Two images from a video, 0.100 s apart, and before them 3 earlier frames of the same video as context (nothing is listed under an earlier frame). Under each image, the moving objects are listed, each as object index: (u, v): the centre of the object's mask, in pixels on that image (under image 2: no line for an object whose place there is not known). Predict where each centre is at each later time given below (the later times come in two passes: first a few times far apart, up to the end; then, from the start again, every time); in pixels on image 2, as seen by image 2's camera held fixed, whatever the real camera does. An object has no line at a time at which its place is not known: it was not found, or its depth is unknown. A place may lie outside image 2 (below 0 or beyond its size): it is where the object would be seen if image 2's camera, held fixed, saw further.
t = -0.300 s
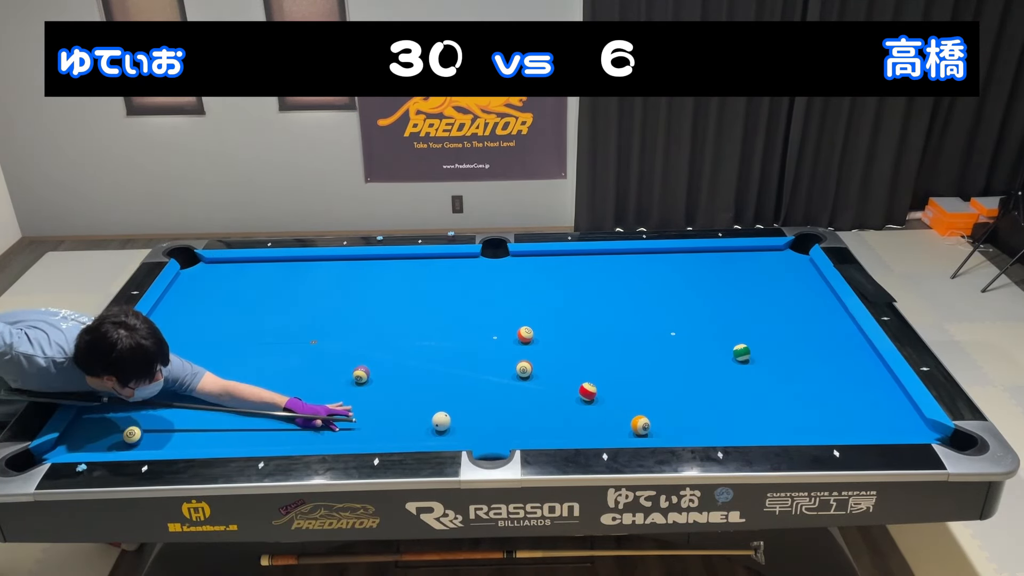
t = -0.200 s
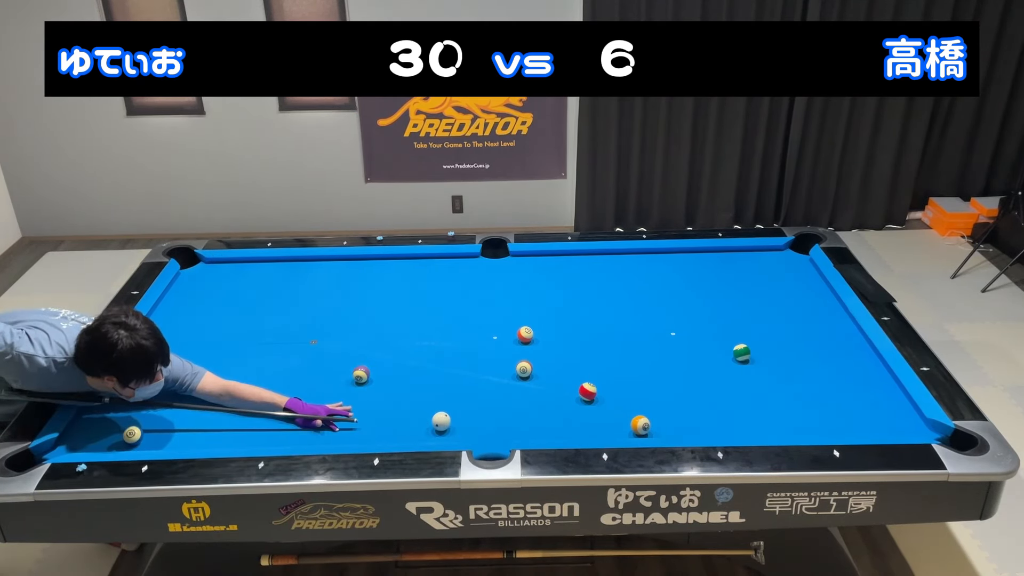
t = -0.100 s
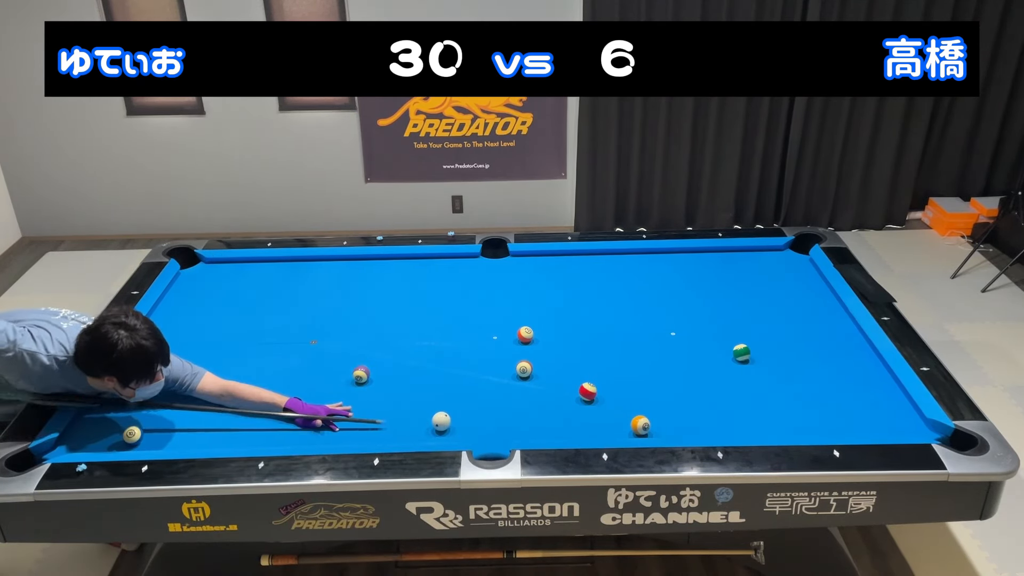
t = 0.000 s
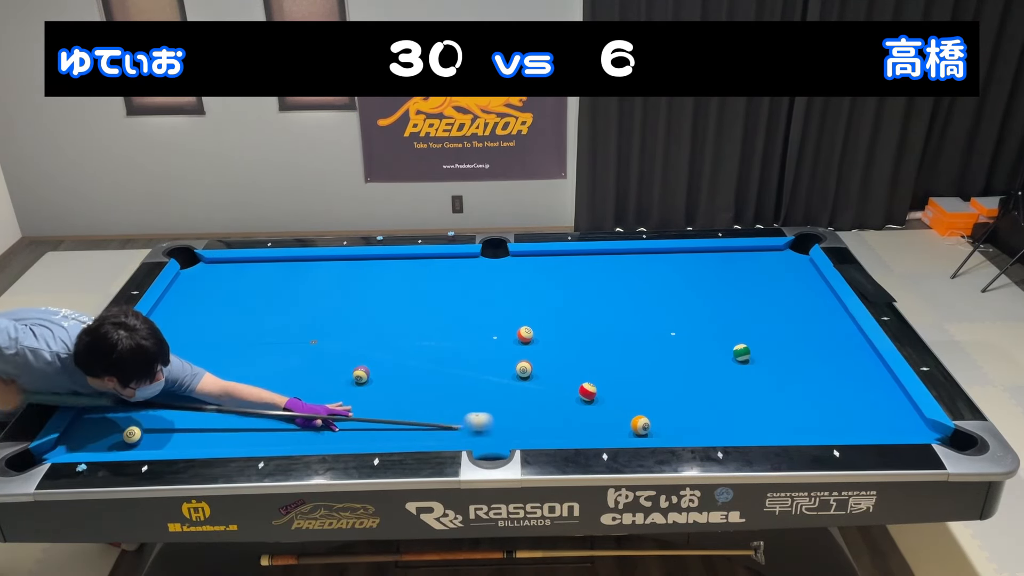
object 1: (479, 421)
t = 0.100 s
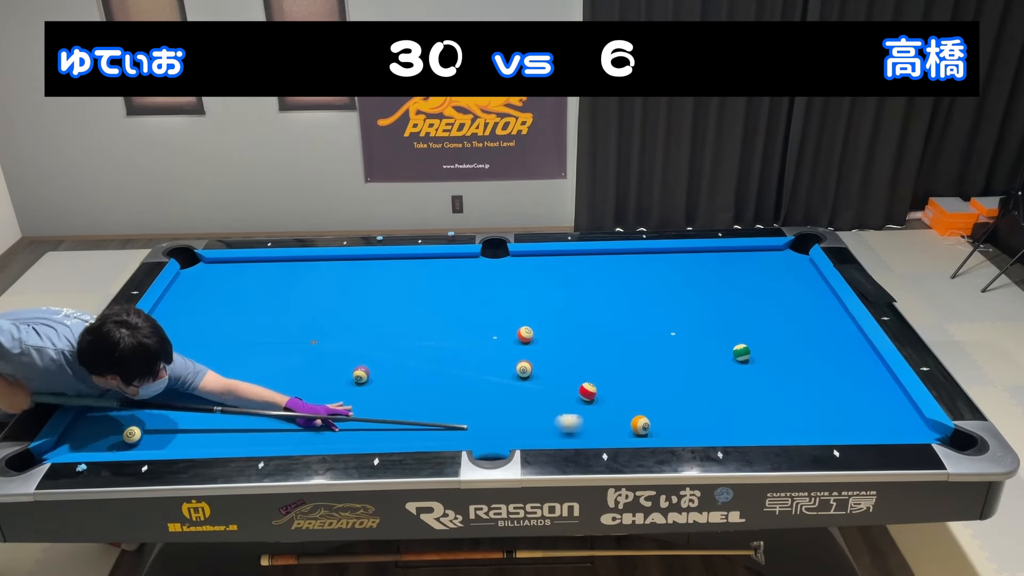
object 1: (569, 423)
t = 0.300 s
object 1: (613, 424)
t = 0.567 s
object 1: (586, 423)
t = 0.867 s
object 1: (558, 421)
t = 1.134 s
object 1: (535, 420)
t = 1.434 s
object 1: (512, 419)
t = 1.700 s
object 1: (493, 417)
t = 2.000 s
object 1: (474, 417)
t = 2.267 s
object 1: (458, 415)
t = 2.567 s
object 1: (444, 415)
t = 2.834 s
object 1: (432, 414)
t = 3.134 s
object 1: (421, 413)
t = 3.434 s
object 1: (413, 412)
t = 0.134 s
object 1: (598, 423)
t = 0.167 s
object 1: (621, 425)
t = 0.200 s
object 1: (620, 425)
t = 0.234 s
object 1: (619, 425)
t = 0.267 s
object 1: (617, 424)
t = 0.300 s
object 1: (613, 424)
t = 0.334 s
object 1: (610, 424)
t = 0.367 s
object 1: (607, 424)
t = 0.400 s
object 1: (603, 424)
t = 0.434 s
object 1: (600, 423)
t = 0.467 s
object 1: (596, 423)
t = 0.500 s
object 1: (593, 423)
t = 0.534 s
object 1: (590, 423)
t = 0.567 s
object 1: (586, 423)
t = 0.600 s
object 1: (583, 423)
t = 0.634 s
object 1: (580, 422)
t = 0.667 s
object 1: (577, 422)
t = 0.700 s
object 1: (573, 422)
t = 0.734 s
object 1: (570, 422)
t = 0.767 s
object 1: (567, 422)
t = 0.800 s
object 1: (564, 421)
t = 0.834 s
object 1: (561, 421)
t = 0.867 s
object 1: (558, 421)
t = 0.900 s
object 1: (555, 421)
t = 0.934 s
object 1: (552, 421)
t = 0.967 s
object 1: (549, 421)
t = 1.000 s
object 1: (546, 420)
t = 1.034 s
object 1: (544, 420)
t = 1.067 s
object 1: (541, 420)
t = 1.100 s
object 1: (538, 420)
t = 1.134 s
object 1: (535, 420)
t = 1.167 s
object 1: (532, 420)
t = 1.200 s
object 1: (530, 420)
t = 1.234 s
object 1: (527, 419)
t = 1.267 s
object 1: (524, 419)
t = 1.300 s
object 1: (522, 419)
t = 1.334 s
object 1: (519, 419)
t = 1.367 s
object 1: (517, 419)
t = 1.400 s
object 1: (514, 419)
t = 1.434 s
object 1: (512, 419)
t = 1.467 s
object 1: (509, 418)
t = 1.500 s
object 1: (507, 418)
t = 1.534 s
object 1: (504, 418)
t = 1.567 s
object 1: (502, 418)
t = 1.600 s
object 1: (500, 417)
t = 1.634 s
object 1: (497, 418)
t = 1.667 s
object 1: (495, 418)
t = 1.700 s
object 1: (493, 417)
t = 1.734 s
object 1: (491, 417)
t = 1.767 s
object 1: (488, 417)
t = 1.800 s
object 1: (486, 417)
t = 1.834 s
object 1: (484, 417)
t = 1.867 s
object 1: (482, 417)
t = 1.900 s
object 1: (480, 417)
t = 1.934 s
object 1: (478, 417)
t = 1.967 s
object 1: (476, 417)
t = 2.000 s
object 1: (474, 417)
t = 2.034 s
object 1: (472, 416)
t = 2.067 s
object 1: (470, 416)
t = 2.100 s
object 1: (468, 416)
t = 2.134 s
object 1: (466, 416)
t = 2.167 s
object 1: (464, 416)
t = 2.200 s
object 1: (462, 416)
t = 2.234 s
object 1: (461, 416)
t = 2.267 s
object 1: (458, 415)
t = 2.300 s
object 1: (457, 415)
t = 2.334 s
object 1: (455, 415)
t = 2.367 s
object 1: (453, 415)
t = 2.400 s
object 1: (452, 415)
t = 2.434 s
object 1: (450, 415)
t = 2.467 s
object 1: (449, 414)
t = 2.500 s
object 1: (447, 414)
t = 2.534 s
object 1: (445, 414)
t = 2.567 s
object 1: (444, 415)
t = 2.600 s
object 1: (442, 414)
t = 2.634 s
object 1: (441, 414)
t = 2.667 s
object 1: (439, 414)
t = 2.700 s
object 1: (438, 414)
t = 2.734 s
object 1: (436, 414)
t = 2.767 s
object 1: (435, 414)
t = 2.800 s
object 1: (434, 414)
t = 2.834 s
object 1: (432, 414)
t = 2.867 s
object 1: (431, 414)
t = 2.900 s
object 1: (430, 414)
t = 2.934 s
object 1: (428, 413)
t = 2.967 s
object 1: (427, 413)
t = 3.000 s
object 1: (426, 413)
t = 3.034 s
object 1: (425, 413)
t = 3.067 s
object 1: (424, 413)
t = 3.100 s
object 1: (423, 413)
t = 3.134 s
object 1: (421, 413)
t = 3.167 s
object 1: (420, 413)
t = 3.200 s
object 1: (419, 413)
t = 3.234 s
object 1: (419, 413)
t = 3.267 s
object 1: (416, 411)
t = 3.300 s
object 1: (417, 413)
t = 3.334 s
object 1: (416, 413)
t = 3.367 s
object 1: (415, 413)
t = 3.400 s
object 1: (414, 413)
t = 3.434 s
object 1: (413, 412)
